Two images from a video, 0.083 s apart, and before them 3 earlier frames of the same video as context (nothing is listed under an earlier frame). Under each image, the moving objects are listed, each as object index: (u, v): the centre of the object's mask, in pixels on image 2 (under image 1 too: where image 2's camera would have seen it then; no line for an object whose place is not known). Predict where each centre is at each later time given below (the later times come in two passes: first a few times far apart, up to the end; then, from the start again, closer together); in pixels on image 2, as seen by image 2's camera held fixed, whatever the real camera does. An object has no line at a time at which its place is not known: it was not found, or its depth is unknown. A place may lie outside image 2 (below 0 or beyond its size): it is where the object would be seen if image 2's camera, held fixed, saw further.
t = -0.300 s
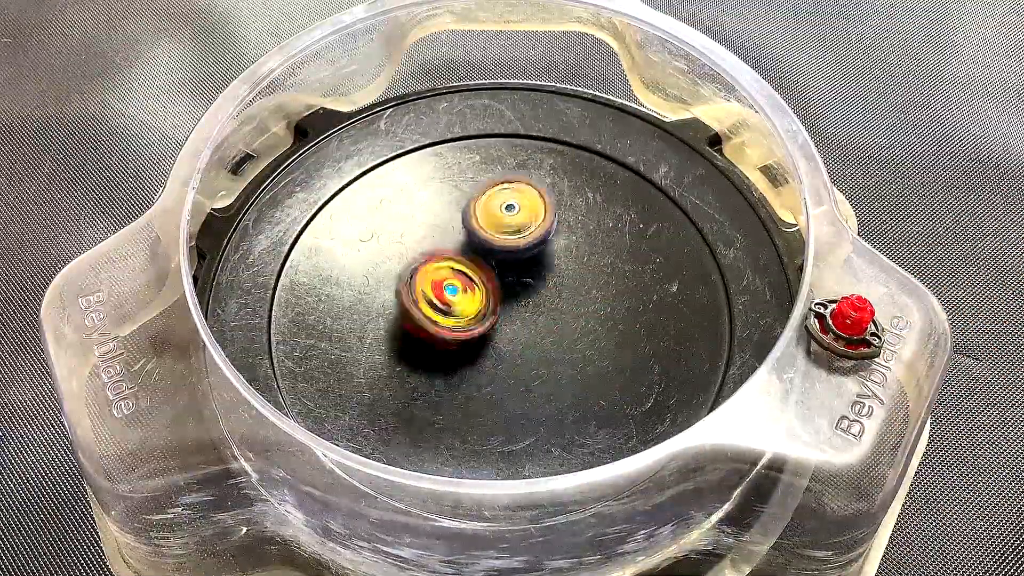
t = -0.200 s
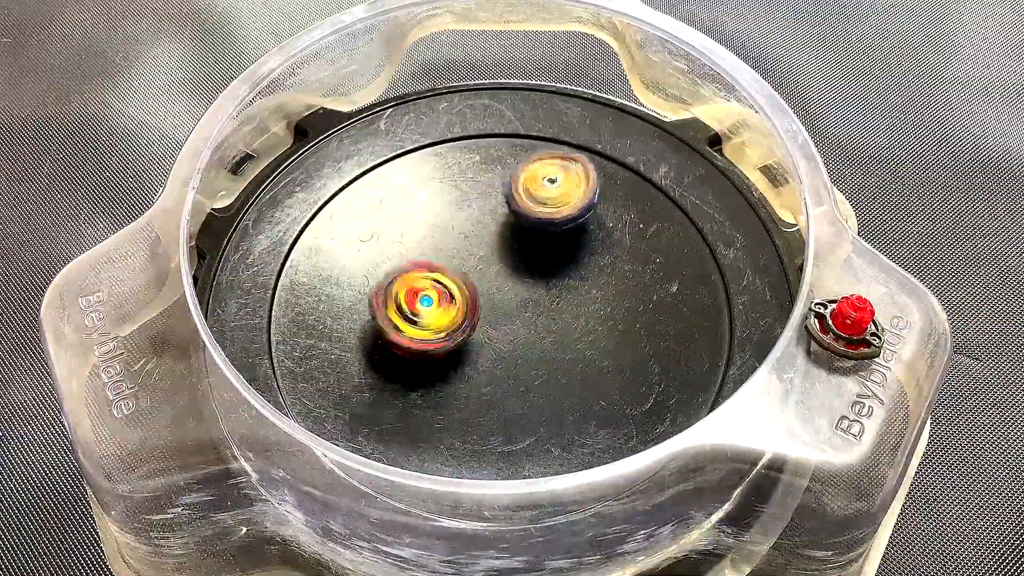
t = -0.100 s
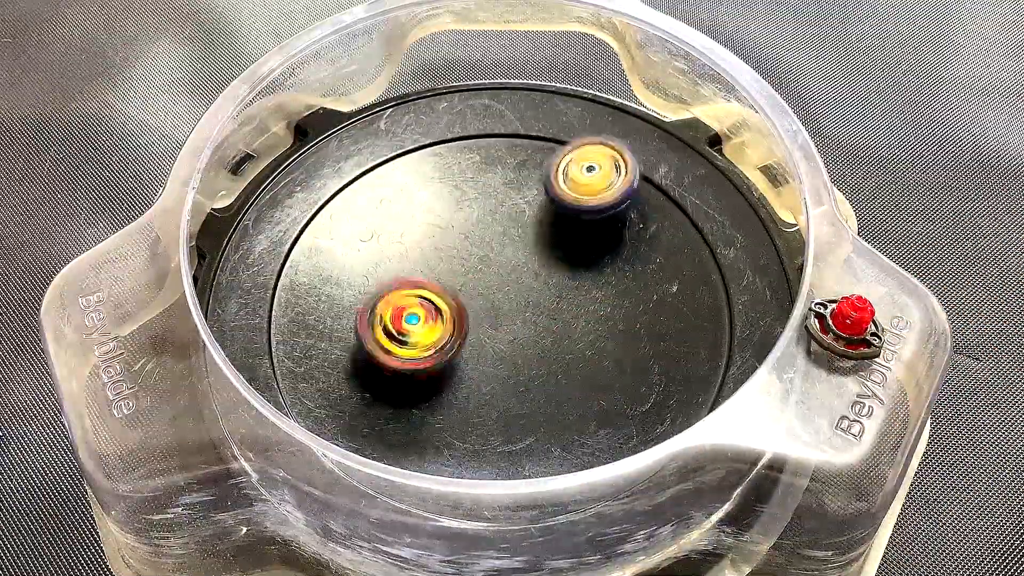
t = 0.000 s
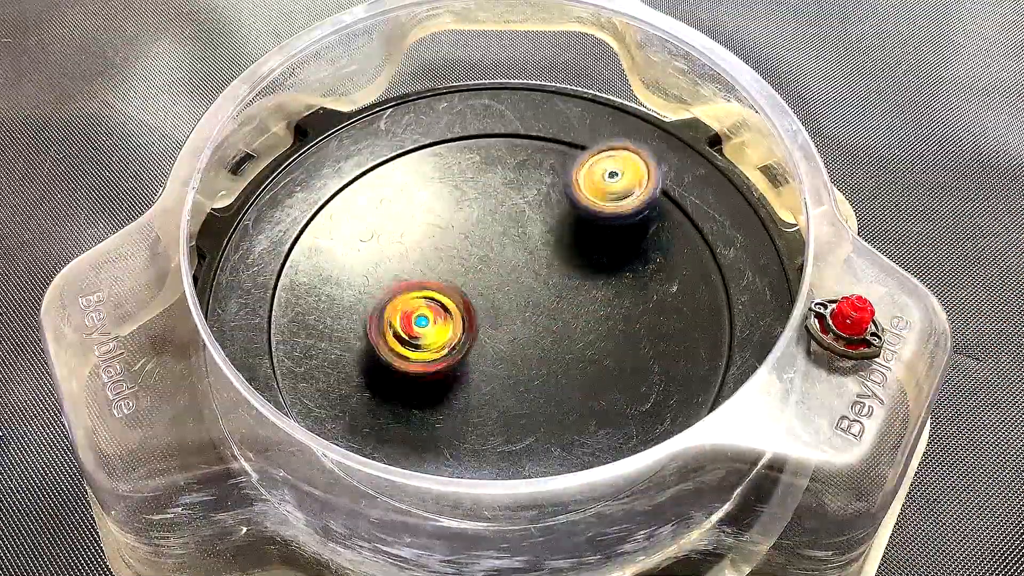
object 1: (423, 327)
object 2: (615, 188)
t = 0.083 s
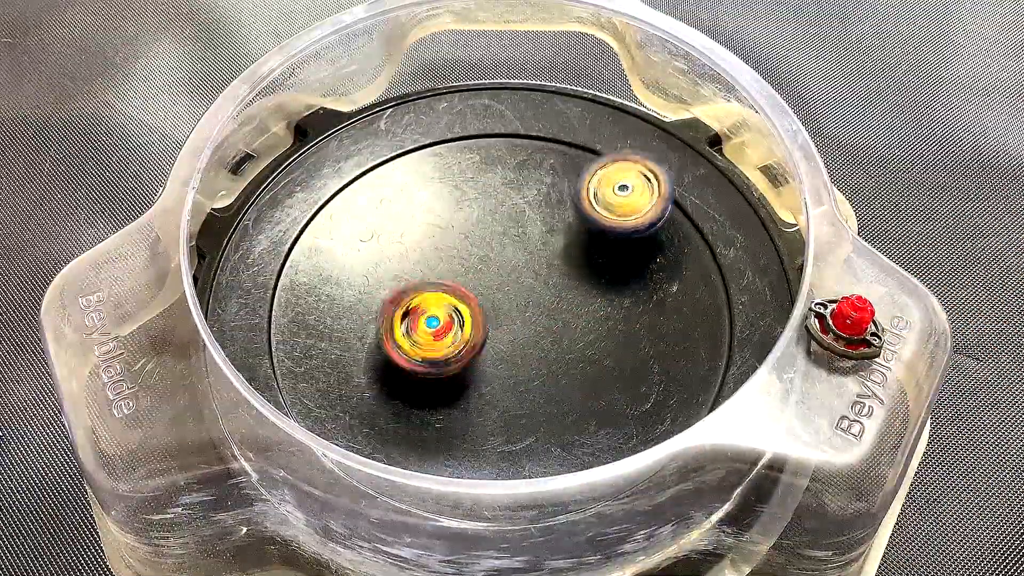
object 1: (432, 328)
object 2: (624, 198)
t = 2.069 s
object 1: (620, 315)
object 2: (421, 298)
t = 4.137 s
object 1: (442, 320)
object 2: (529, 384)
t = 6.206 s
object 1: (435, 350)
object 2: (561, 326)
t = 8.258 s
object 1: (513, 390)
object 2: (531, 225)
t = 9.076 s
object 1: (563, 350)
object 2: (448, 366)
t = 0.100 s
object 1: (435, 328)
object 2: (624, 202)
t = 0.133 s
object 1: (439, 330)
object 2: (625, 207)
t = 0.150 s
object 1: (441, 328)
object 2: (625, 212)
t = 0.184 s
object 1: (445, 330)
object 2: (624, 220)
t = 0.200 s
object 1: (447, 329)
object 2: (624, 225)
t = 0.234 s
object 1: (451, 332)
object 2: (622, 235)
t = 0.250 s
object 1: (453, 330)
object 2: (620, 240)
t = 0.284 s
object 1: (456, 332)
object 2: (617, 250)
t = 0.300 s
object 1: (457, 332)
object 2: (615, 254)
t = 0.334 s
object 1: (460, 333)
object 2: (609, 266)
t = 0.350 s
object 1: (461, 332)
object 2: (606, 273)
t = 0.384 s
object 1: (465, 334)
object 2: (600, 281)
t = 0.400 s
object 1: (465, 333)
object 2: (598, 285)
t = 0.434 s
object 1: (468, 335)
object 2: (589, 298)
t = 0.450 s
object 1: (468, 334)
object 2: (587, 299)
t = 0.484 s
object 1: (472, 337)
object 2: (580, 312)
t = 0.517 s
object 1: (464, 342)
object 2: (580, 316)
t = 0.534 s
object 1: (462, 344)
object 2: (580, 319)
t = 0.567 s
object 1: (456, 348)
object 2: (576, 325)
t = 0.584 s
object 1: (456, 350)
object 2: (575, 330)
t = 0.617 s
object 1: (454, 351)
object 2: (571, 338)
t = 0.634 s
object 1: (454, 353)
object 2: (568, 341)
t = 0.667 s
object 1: (451, 353)
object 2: (566, 347)
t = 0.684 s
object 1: (449, 353)
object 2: (565, 350)
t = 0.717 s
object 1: (446, 353)
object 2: (561, 356)
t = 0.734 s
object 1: (443, 353)
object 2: (560, 360)
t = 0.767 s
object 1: (444, 352)
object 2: (556, 365)
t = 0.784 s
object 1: (443, 351)
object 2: (554, 368)
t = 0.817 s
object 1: (445, 349)
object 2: (551, 373)
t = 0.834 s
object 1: (439, 347)
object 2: (553, 375)
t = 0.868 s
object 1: (416, 337)
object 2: (570, 384)
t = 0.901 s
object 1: (395, 328)
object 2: (580, 390)
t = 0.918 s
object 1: (387, 322)
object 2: (582, 392)
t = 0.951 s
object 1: (370, 316)
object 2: (585, 394)
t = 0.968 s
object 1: (363, 311)
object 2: (585, 395)
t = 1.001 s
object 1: (351, 305)
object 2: (585, 396)
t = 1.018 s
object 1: (347, 302)
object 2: (585, 395)
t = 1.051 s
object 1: (341, 296)
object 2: (584, 395)
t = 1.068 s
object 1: (339, 294)
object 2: (583, 395)
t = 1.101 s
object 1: (339, 287)
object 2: (582, 393)
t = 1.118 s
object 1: (339, 285)
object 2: (581, 391)
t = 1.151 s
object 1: (342, 281)
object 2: (577, 388)
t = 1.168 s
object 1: (346, 280)
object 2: (576, 386)
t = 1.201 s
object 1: (352, 277)
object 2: (571, 379)
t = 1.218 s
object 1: (357, 275)
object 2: (569, 379)
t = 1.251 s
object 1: (366, 271)
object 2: (564, 373)
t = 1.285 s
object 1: (378, 265)
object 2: (560, 368)
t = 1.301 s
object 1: (386, 264)
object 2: (558, 367)
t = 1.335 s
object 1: (398, 260)
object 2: (552, 370)
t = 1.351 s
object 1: (406, 257)
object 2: (549, 368)
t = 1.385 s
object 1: (421, 253)
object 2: (544, 361)
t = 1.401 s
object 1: (429, 251)
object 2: (541, 358)
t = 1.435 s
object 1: (446, 246)
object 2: (532, 351)
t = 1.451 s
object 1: (455, 245)
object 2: (530, 346)
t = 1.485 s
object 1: (470, 241)
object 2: (522, 339)
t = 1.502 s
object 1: (478, 239)
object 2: (519, 336)
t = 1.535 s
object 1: (493, 233)
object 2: (512, 329)
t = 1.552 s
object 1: (503, 231)
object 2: (510, 327)
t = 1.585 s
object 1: (520, 228)
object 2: (504, 324)
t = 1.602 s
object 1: (527, 228)
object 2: (501, 323)
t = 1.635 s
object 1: (543, 229)
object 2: (495, 318)
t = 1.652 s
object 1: (552, 231)
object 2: (491, 316)
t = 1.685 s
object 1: (566, 236)
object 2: (483, 312)
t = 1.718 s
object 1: (579, 238)
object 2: (475, 308)
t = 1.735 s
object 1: (586, 240)
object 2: (470, 307)
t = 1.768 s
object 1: (599, 241)
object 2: (464, 304)
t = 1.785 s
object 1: (604, 243)
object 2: (461, 303)
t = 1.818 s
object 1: (613, 248)
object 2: (454, 301)
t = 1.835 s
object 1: (616, 250)
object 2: (450, 301)
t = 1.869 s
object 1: (622, 256)
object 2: (445, 298)
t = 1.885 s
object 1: (624, 259)
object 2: (442, 298)
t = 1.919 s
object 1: (628, 269)
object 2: (437, 297)
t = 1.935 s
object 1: (628, 273)
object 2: (434, 297)
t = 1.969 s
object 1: (630, 285)
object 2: (429, 297)
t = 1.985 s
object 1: (629, 289)
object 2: (428, 297)
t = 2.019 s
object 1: (627, 300)
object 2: (424, 297)
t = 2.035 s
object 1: (625, 306)
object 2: (423, 297)
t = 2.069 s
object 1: (620, 315)
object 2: (421, 298)
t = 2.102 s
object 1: (613, 329)
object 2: (421, 299)
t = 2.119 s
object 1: (609, 334)
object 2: (421, 300)
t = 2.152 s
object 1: (600, 347)
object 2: (422, 302)
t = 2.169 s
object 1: (594, 353)
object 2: (422, 303)
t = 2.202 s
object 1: (585, 362)
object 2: (425, 305)
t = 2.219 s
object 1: (579, 367)
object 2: (427, 306)
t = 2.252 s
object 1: (567, 376)
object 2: (431, 309)
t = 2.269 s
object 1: (559, 381)
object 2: (433, 311)
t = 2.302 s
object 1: (546, 387)
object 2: (439, 313)
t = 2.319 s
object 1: (537, 390)
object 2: (441, 314)
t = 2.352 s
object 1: (523, 395)
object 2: (448, 317)
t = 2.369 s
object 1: (518, 395)
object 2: (450, 317)
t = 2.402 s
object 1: (503, 399)
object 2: (457, 316)
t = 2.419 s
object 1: (498, 399)
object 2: (461, 314)
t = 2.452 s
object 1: (485, 399)
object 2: (468, 310)
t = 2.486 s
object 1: (473, 399)
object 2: (475, 307)
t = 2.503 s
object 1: (465, 400)
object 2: (479, 306)
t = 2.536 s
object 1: (451, 396)
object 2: (487, 304)
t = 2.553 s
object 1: (447, 393)
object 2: (491, 303)
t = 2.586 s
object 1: (435, 388)
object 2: (498, 305)
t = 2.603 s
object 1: (428, 384)
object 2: (502, 305)
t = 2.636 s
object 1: (419, 377)
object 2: (508, 303)
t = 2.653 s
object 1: (416, 373)
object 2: (512, 302)
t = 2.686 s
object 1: (410, 364)
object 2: (516, 299)
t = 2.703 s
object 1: (408, 359)
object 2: (518, 298)
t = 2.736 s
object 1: (405, 347)
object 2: (525, 294)
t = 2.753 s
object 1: (402, 343)
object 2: (527, 292)
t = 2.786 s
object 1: (403, 330)
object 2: (533, 288)
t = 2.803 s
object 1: (405, 324)
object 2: (536, 288)
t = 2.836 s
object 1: (407, 314)
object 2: (540, 285)
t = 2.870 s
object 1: (412, 302)
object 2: (544, 282)
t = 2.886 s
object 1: (413, 295)
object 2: (545, 281)
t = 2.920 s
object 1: (421, 284)
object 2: (548, 280)
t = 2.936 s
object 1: (425, 280)
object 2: (550, 279)
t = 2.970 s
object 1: (433, 270)
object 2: (553, 278)
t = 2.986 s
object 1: (437, 266)
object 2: (554, 277)
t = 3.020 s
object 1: (446, 258)
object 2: (557, 276)
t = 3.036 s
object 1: (452, 254)
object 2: (557, 274)
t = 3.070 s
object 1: (463, 248)
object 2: (561, 275)
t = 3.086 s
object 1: (465, 242)
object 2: (565, 276)
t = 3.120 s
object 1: (472, 235)
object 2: (571, 279)
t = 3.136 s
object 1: (478, 232)
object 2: (575, 281)
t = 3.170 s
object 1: (488, 227)
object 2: (577, 283)
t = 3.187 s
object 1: (491, 225)
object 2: (577, 283)
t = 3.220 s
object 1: (500, 222)
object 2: (579, 286)
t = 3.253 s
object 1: (510, 218)
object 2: (582, 291)
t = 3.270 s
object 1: (514, 218)
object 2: (584, 294)
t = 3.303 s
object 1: (523, 216)
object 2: (586, 298)
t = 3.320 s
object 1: (527, 215)
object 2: (587, 288)
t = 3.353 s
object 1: (536, 218)
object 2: (589, 292)
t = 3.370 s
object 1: (540, 219)
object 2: (593, 289)
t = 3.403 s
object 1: (546, 220)
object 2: (595, 299)
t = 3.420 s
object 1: (552, 224)
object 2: (594, 305)
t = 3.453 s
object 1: (559, 228)
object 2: (594, 310)
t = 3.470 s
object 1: (562, 230)
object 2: (593, 313)
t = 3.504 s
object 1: (567, 240)
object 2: (593, 320)
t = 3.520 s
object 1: (570, 241)
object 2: (593, 324)
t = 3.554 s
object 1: (575, 244)
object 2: (594, 337)
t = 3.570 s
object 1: (576, 245)
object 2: (595, 341)
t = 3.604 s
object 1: (578, 253)
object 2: (594, 350)
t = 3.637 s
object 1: (576, 259)
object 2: (590, 356)
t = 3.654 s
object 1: (577, 262)
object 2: (589, 357)
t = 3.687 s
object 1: (573, 270)
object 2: (587, 364)
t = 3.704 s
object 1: (570, 274)
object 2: (585, 366)
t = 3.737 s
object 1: (566, 281)
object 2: (583, 371)
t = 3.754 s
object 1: (562, 284)
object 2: (582, 373)
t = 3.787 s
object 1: (553, 291)
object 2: (578, 377)
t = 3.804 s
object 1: (550, 294)
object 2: (577, 379)
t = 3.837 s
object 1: (538, 301)
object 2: (573, 382)
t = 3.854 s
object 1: (534, 306)
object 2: (570, 384)
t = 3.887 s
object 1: (523, 311)
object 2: (565, 385)
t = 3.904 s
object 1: (517, 314)
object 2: (564, 387)
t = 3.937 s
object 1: (505, 318)
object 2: (561, 389)
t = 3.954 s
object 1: (498, 319)
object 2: (560, 389)
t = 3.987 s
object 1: (487, 323)
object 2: (554, 390)
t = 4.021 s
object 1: (477, 326)
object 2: (548, 389)
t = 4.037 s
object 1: (470, 325)
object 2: (545, 390)
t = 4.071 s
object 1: (460, 324)
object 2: (540, 389)
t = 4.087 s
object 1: (455, 324)
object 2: (538, 388)
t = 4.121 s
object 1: (445, 322)
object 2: (531, 384)
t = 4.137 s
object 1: (442, 320)
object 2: (529, 384)
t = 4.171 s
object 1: (436, 319)
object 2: (522, 380)
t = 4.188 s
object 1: (434, 319)
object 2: (520, 379)
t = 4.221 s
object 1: (430, 312)
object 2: (513, 374)
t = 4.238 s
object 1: (427, 312)
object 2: (510, 373)
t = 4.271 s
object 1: (426, 308)
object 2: (503, 371)
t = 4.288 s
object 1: (426, 305)
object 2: (501, 365)
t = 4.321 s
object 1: (419, 299)
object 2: (505, 362)
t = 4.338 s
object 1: (415, 294)
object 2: (509, 363)
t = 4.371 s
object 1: (410, 284)
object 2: (511, 359)
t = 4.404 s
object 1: (411, 281)
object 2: (509, 356)
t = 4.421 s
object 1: (413, 278)
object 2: (506, 361)
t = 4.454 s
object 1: (416, 277)
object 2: (504, 350)
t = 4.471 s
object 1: (421, 279)
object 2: (502, 369)
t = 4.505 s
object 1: (425, 279)
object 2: (498, 362)
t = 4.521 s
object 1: (426, 279)
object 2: (496, 360)
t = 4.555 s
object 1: (430, 278)
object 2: (500, 359)
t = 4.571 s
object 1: (433, 276)
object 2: (502, 359)
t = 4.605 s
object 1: (437, 275)
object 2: (503, 357)
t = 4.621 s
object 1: (439, 274)
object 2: (504, 355)
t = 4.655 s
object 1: (440, 268)
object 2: (515, 355)
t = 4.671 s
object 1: (443, 268)
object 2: (518, 355)
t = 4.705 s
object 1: (444, 267)
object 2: (522, 353)
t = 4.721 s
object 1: (446, 268)
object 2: (523, 352)
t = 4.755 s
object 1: (449, 270)
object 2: (526, 350)
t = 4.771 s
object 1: (449, 270)
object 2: (528, 348)
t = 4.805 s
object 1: (444, 269)
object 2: (546, 351)
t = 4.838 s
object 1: (443, 268)
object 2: (558, 350)
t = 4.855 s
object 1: (444, 267)
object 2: (561, 350)
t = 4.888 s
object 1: (444, 269)
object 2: (569, 327)
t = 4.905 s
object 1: (444, 270)
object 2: (570, 326)
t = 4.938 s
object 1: (445, 271)
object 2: (573, 324)
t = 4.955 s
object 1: (443, 273)
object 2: (574, 322)
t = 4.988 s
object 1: (442, 275)
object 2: (576, 319)
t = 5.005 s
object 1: (443, 274)
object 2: (577, 317)
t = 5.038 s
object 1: (442, 276)
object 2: (578, 310)
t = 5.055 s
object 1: (442, 277)
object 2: (577, 309)
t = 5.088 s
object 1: (444, 277)
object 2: (575, 305)
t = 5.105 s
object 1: (443, 277)
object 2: (575, 301)
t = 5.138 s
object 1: (442, 278)
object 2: (573, 297)
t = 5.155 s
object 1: (443, 278)
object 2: (570, 302)
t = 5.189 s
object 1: (443, 280)
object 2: (564, 310)
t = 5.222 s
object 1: (442, 281)
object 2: (559, 305)
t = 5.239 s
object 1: (444, 282)
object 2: (556, 303)
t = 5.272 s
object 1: (443, 282)
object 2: (550, 300)
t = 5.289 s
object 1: (442, 283)
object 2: (547, 299)
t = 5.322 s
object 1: (435, 286)
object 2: (548, 297)
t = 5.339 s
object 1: (427, 287)
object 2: (555, 294)
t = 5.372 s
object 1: (418, 286)
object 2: (565, 294)
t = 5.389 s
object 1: (418, 285)
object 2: (568, 294)
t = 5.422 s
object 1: (413, 291)
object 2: (571, 294)
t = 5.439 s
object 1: (413, 292)
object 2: (571, 293)
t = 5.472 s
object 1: (416, 296)
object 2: (570, 294)
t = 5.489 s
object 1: (416, 298)
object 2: (569, 293)
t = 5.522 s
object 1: (418, 299)
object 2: (568, 294)
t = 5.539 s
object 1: (422, 298)
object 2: (567, 295)
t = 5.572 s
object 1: (424, 301)
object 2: (565, 287)
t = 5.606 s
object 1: (426, 302)
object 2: (560, 298)
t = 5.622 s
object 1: (429, 304)
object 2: (559, 299)
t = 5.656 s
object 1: (428, 305)
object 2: (556, 301)
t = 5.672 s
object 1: (427, 307)
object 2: (554, 303)
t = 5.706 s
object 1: (427, 309)
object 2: (552, 306)
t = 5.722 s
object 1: (427, 309)
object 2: (550, 306)
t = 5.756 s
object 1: (430, 310)
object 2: (547, 309)
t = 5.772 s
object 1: (433, 311)
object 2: (545, 311)
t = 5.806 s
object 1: (435, 314)
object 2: (542, 315)
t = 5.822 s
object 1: (430, 318)
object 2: (544, 314)
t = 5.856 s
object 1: (424, 325)
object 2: (552, 315)
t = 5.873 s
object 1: (420, 329)
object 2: (554, 315)
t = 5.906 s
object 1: (417, 336)
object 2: (556, 316)
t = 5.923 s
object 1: (419, 338)
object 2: (556, 317)
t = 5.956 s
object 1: (420, 345)
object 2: (556, 318)
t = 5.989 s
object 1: (420, 344)
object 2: (557, 320)
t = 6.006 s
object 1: (422, 345)
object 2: (559, 322)
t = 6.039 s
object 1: (423, 346)
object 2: (559, 322)
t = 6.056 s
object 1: (422, 344)
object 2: (561, 322)
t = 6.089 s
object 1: (428, 346)
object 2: (561, 323)
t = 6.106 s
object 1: (429, 346)
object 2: (561, 323)
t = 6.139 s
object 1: (431, 346)
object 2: (562, 325)
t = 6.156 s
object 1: (434, 348)
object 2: (561, 326)
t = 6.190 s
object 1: (436, 348)
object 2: (562, 326)
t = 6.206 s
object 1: (435, 350)
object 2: (561, 326)
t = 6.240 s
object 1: (439, 351)
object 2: (559, 327)
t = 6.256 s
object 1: (440, 348)
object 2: (558, 327)
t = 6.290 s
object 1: (444, 348)
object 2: (557, 329)
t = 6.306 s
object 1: (448, 348)
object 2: (556, 330)
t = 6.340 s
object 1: (451, 348)
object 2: (556, 329)
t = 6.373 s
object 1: (449, 350)
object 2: (556, 323)
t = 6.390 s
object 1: (449, 354)
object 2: (556, 319)
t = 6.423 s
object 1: (451, 357)
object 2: (556, 314)
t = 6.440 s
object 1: (452, 356)
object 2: (556, 311)
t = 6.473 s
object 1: (453, 357)
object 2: (554, 308)
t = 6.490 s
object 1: (453, 358)
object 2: (553, 306)
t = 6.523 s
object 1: (456, 358)
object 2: (552, 304)
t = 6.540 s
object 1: (456, 357)
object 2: (551, 303)
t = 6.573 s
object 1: (458, 357)
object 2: (549, 301)
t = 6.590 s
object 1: (461, 358)
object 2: (547, 299)
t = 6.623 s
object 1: (461, 359)
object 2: (544, 298)
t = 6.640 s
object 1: (459, 359)
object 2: (543, 297)
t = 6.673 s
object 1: (461, 359)
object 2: (539, 295)
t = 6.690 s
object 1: (462, 358)
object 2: (537, 294)
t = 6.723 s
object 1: (456, 363)
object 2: (534, 289)
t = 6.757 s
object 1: (452, 364)
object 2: (531, 285)
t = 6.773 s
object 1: (454, 365)
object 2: (528, 284)
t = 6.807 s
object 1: (458, 362)
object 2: (526, 282)
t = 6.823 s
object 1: (459, 361)
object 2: (524, 281)
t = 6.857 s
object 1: (463, 360)
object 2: (523, 274)
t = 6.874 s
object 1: (464, 362)
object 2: (524, 274)
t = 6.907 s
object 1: (458, 369)
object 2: (526, 263)
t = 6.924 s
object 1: (455, 372)
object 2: (526, 261)
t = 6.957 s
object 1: (454, 373)
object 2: (527, 256)
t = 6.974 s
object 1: (453, 373)
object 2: (523, 257)
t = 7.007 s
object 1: (453, 371)
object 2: (520, 258)
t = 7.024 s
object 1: (456, 371)
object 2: (519, 258)
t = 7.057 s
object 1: (460, 369)
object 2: (520, 262)
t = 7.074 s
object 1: (461, 368)
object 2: (520, 261)
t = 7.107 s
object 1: (467, 368)
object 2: (521, 263)
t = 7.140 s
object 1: (470, 367)
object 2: (520, 264)
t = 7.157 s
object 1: (471, 366)
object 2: (520, 264)
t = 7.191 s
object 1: (473, 367)
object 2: (518, 267)
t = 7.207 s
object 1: (476, 365)
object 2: (519, 268)
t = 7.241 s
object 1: (480, 363)
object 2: (521, 272)
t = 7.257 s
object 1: (481, 364)
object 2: (522, 273)
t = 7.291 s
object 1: (484, 363)
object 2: (525, 272)
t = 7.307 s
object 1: (486, 363)
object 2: (526, 272)
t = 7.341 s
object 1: (490, 364)
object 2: (526, 272)
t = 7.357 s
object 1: (491, 364)
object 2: (525, 271)
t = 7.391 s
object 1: (493, 365)
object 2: (525, 270)
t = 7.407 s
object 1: (493, 367)
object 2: (525, 270)
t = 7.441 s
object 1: (498, 366)
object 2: (525, 271)
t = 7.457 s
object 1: (500, 365)
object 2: (525, 271)
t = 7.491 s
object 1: (503, 367)
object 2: (529, 271)
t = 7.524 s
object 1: (502, 366)
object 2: (530, 270)
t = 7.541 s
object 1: (505, 365)
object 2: (531, 267)
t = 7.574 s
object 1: (502, 372)
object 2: (532, 259)
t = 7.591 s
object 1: (502, 372)
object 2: (531, 257)
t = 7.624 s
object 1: (503, 372)
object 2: (528, 254)
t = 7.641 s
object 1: (501, 374)
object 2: (527, 254)
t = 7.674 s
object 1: (500, 373)
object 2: (525, 254)
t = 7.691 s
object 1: (500, 371)
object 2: (524, 256)
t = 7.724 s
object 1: (500, 368)
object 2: (524, 257)
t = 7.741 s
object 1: (501, 368)
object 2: (524, 259)
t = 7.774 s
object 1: (500, 363)
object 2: (524, 259)
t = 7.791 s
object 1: (500, 362)
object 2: (524, 260)
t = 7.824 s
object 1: (500, 360)
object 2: (526, 261)
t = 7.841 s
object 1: (497, 360)
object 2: (525, 261)
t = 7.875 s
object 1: (497, 362)
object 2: (525, 251)
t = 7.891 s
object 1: (494, 362)
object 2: (526, 252)
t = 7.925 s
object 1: (493, 361)
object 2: (524, 248)
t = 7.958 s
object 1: (496, 361)
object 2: (522, 251)
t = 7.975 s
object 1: (495, 360)
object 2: (523, 251)
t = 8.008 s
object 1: (496, 359)
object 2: (524, 256)
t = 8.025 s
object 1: (498, 355)
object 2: (526, 257)
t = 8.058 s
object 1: (501, 354)
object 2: (531, 261)
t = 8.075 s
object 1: (502, 353)
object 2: (534, 261)
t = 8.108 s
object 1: (504, 351)
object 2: (537, 261)
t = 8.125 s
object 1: (505, 352)
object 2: (538, 261)
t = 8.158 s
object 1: (507, 349)
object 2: (537, 260)
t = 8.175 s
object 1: (505, 356)
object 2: (536, 257)
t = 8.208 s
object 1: (508, 372)
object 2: (536, 241)
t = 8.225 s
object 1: (509, 381)
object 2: (535, 236)
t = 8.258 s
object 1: (513, 390)
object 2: (531, 225)
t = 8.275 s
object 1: (516, 393)
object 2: (529, 223)
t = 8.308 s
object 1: (521, 400)
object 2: (525, 222)
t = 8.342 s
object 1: (528, 403)
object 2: (521, 222)
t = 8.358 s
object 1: (528, 401)
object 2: (519, 225)
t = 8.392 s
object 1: (531, 403)
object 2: (518, 231)
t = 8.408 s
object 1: (530, 404)
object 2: (517, 235)
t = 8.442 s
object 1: (529, 404)
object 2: (518, 243)
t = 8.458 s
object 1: (530, 402)
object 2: (518, 248)
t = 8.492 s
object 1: (530, 399)
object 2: (517, 257)
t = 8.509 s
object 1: (532, 398)
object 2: (517, 262)
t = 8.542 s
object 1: (534, 394)
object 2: (514, 273)
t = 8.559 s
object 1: (533, 390)
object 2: (513, 276)
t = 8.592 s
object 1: (531, 385)
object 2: (509, 290)
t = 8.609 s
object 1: (530, 385)
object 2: (507, 295)
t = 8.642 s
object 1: (533, 386)
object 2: (498, 301)
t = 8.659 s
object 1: (534, 383)
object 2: (491, 303)
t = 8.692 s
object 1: (534, 382)
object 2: (481, 311)
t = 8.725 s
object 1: (536, 377)
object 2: (467, 321)
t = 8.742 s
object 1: (537, 378)
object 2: (461, 325)
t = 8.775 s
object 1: (542, 377)
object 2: (451, 335)
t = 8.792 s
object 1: (542, 375)
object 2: (447, 338)
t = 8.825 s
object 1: (543, 369)
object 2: (438, 351)
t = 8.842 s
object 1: (543, 368)
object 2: (436, 344)
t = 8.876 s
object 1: (545, 365)
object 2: (433, 348)
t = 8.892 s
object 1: (545, 363)
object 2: (432, 348)
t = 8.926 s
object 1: (548, 360)
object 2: (432, 354)
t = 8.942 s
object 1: (547, 359)
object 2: (434, 351)
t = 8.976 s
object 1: (550, 358)
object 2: (438, 353)
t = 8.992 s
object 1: (550, 359)
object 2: (438, 366)
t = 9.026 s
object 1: (552, 355)
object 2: (444, 367)
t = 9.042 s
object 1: (551, 353)
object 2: (448, 367)
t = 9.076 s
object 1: (563, 350)
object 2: (448, 366)
